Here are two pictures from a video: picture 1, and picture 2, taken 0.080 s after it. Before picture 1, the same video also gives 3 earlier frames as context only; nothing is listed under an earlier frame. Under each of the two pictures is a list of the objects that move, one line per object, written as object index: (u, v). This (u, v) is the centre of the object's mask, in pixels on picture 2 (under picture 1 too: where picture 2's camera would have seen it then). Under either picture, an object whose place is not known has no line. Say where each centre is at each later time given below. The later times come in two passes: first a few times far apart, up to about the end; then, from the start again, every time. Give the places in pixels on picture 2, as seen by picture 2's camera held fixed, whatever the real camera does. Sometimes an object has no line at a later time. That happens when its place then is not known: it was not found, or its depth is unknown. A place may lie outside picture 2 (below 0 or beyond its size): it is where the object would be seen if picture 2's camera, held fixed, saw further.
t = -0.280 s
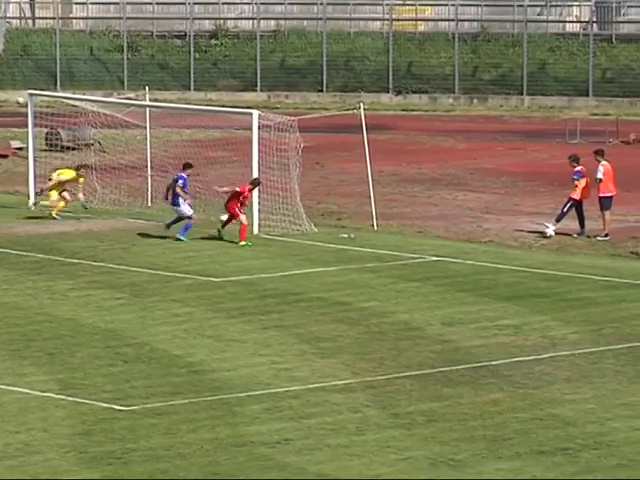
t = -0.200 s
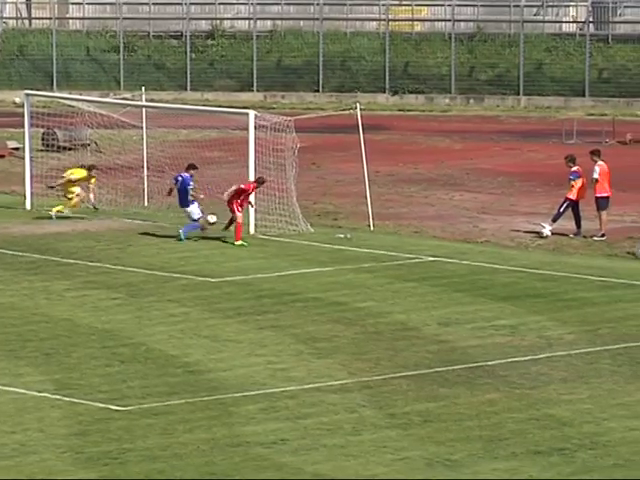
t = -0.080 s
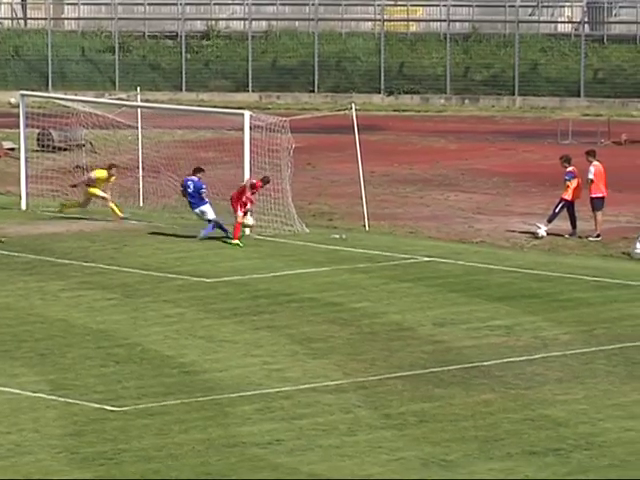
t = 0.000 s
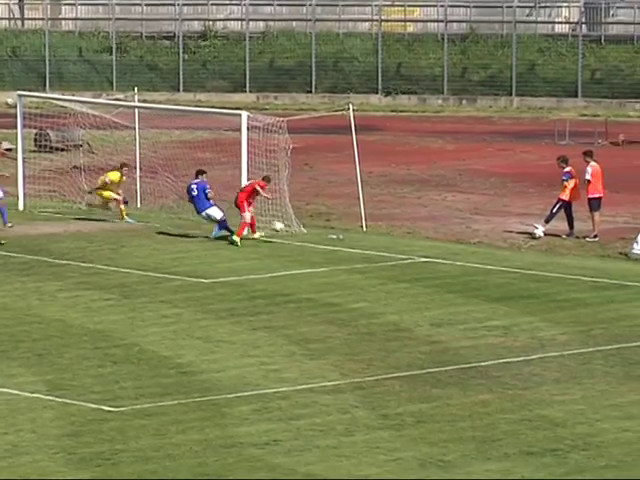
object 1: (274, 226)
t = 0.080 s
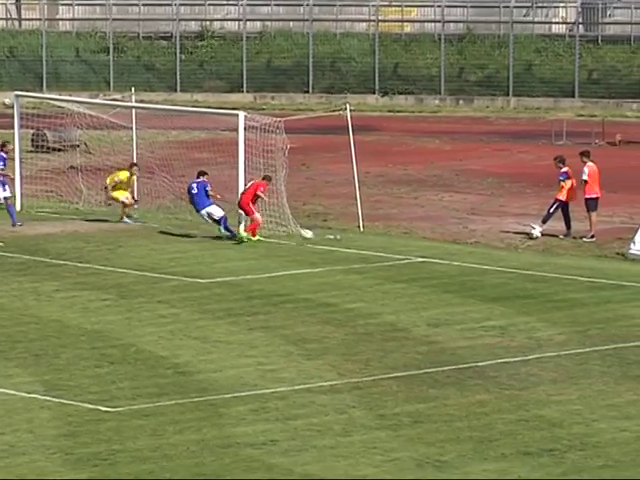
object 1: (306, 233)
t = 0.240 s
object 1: (356, 236)
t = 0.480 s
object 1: (420, 246)
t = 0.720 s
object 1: (480, 247)
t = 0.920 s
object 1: (529, 249)
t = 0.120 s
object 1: (323, 239)
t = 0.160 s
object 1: (334, 240)
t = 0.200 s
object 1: (346, 238)
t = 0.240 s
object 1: (356, 236)
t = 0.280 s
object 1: (368, 237)
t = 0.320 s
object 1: (378, 237)
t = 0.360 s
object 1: (388, 238)
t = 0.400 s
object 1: (399, 241)
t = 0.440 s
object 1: (409, 244)
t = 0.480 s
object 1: (420, 246)
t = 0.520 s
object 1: (430, 244)
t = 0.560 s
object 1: (440, 243)
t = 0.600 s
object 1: (450, 243)
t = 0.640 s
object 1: (460, 244)
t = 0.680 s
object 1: (470, 244)
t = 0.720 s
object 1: (480, 247)
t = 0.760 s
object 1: (489, 250)
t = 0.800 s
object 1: (500, 249)
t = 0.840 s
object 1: (510, 248)
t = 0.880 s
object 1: (519, 248)
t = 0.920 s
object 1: (529, 249)
